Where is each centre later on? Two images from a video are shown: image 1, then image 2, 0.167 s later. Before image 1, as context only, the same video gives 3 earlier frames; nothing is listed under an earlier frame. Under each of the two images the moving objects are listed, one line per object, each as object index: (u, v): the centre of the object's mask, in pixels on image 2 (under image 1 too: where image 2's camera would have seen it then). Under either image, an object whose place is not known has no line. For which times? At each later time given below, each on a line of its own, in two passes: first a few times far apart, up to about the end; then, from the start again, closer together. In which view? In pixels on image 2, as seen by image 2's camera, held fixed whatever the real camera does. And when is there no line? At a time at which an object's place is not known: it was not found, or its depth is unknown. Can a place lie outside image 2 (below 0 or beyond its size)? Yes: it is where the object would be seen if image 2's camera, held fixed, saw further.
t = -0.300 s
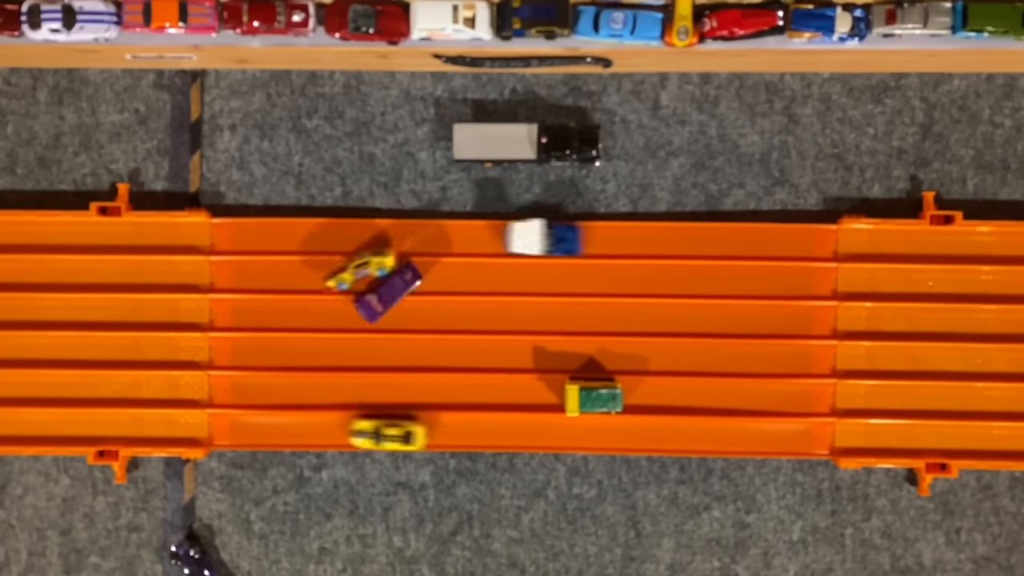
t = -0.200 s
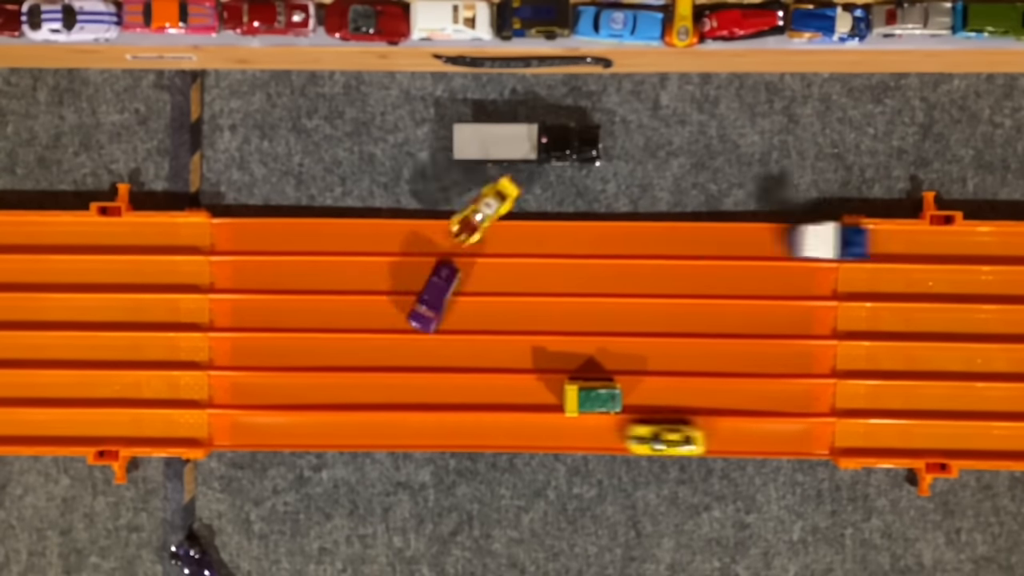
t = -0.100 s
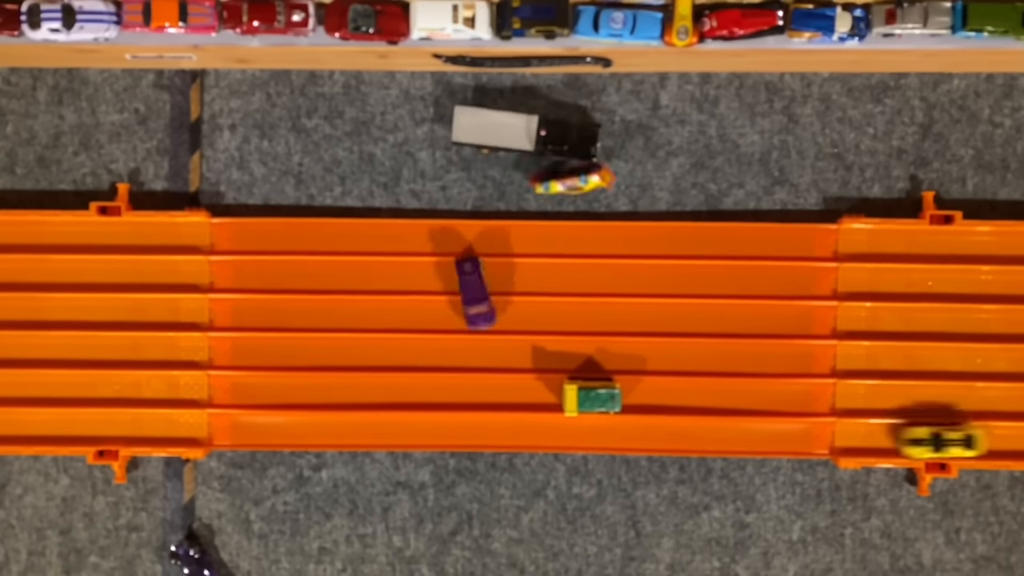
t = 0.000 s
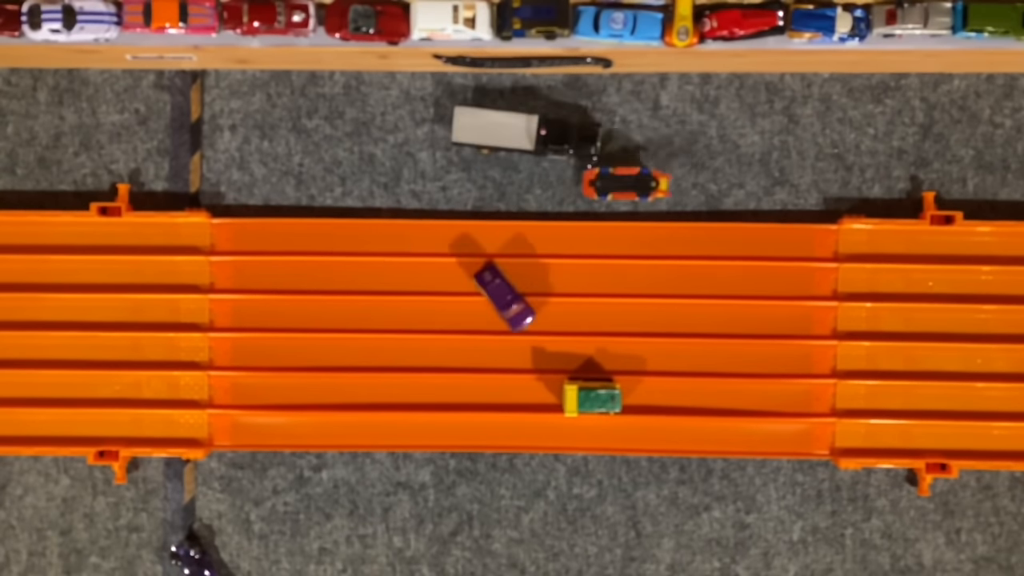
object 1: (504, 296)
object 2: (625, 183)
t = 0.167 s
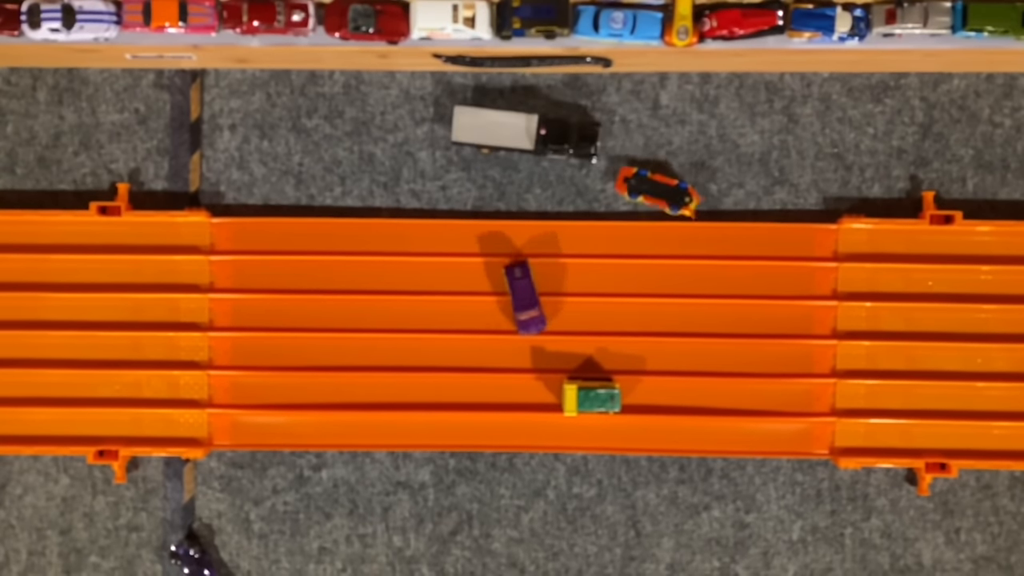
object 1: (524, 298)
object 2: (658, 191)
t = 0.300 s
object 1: (527, 295)
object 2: (659, 191)
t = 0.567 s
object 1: (527, 295)
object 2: (659, 191)
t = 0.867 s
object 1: (527, 295)
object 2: (659, 191)
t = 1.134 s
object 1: (527, 295)
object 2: (659, 191)
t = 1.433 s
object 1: (527, 294)
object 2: (659, 191)
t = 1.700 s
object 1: (527, 295)
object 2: (659, 191)
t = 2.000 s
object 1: (527, 295)
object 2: (659, 191)
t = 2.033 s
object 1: (518, 297)
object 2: (659, 191)
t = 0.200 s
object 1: (525, 298)
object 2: (658, 192)
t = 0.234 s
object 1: (526, 297)
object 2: (658, 192)
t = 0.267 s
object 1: (527, 296)
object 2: (659, 191)
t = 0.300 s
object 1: (527, 295)
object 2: (659, 191)
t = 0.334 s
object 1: (526, 295)
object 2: (659, 191)
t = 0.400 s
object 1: (527, 295)
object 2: (659, 191)
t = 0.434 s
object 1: (527, 295)
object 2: (659, 191)
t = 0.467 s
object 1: (527, 295)
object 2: (659, 191)
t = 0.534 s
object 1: (527, 294)
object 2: (659, 191)
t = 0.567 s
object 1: (527, 295)
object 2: (659, 191)
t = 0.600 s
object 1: (527, 295)
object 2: (659, 191)
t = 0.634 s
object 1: (527, 295)
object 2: (659, 191)
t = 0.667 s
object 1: (526, 294)
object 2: (659, 191)
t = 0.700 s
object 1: (527, 295)
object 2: (659, 191)
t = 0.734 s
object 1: (527, 295)
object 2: (659, 191)
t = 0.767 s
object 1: (527, 295)
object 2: (659, 191)
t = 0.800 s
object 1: (527, 295)
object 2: (659, 191)
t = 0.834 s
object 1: (527, 295)
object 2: (659, 191)
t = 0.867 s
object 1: (527, 295)
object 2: (659, 191)
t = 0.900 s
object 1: (527, 295)
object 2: (659, 191)
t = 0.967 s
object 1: (527, 294)
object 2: (659, 191)
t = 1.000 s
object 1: (527, 295)
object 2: (659, 191)
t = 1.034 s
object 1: (526, 295)
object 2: (659, 191)
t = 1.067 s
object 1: (527, 295)
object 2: (659, 191)
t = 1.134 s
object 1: (527, 295)
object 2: (659, 191)
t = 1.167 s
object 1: (527, 295)
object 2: (659, 191)
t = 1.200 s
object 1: (527, 295)
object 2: (659, 191)
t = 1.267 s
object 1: (527, 295)
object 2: (659, 191)
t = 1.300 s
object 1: (527, 295)
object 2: (659, 191)
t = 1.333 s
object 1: (527, 295)
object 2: (659, 191)
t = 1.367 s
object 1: (527, 295)
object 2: (659, 191)
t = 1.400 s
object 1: (527, 294)
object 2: (659, 191)
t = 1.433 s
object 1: (527, 294)
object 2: (659, 191)
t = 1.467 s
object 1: (527, 295)
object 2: (659, 191)
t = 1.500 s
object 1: (527, 295)
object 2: (659, 191)
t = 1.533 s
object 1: (527, 295)
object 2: (659, 191)
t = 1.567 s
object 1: (527, 295)
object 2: (659, 191)
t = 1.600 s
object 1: (527, 295)
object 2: (659, 191)
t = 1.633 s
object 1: (527, 295)
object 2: (659, 191)
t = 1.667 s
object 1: (527, 295)
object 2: (659, 191)
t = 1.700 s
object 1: (527, 295)
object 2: (659, 191)
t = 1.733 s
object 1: (527, 295)
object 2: (659, 191)
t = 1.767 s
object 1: (527, 295)
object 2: (659, 191)
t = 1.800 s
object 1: (527, 295)
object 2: (659, 191)
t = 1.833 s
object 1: (527, 295)
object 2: (659, 191)
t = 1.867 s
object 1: (527, 295)
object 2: (659, 191)
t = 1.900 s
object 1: (527, 295)
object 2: (659, 191)
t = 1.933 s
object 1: (527, 295)
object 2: (660, 191)
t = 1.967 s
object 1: (527, 295)
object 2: (659, 191)
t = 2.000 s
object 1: (527, 295)
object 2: (659, 191)
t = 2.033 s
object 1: (518, 297)
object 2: (659, 191)
